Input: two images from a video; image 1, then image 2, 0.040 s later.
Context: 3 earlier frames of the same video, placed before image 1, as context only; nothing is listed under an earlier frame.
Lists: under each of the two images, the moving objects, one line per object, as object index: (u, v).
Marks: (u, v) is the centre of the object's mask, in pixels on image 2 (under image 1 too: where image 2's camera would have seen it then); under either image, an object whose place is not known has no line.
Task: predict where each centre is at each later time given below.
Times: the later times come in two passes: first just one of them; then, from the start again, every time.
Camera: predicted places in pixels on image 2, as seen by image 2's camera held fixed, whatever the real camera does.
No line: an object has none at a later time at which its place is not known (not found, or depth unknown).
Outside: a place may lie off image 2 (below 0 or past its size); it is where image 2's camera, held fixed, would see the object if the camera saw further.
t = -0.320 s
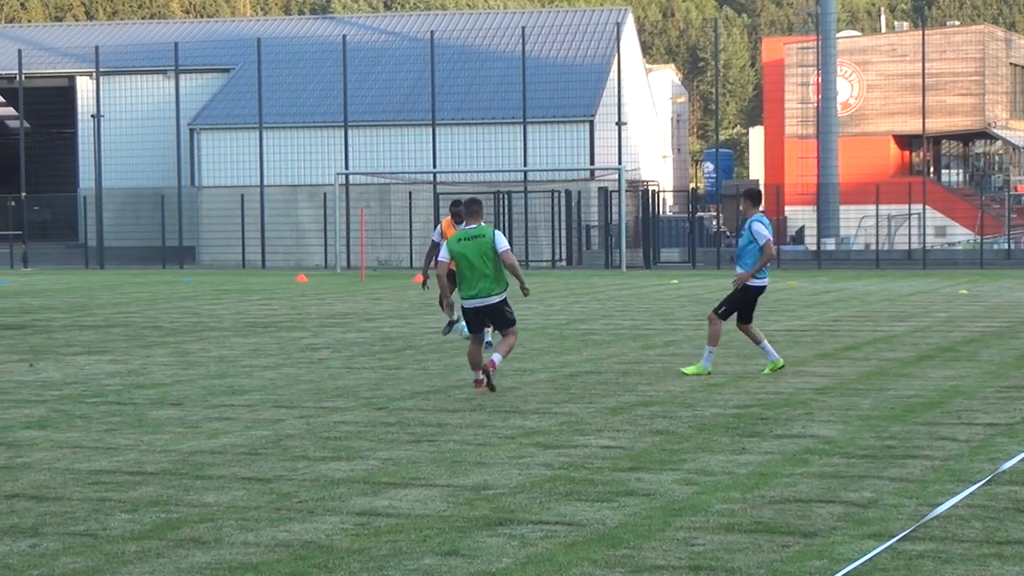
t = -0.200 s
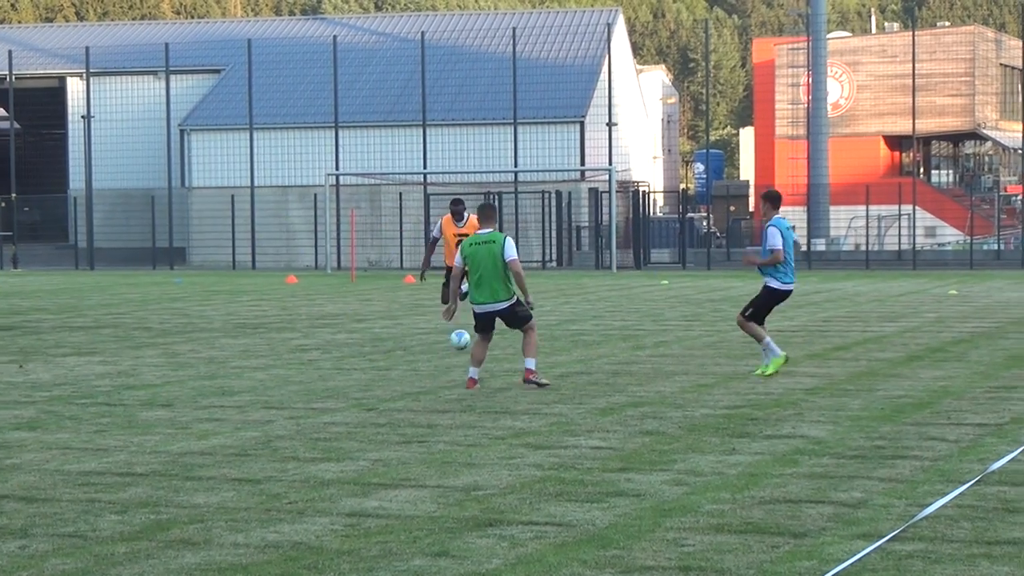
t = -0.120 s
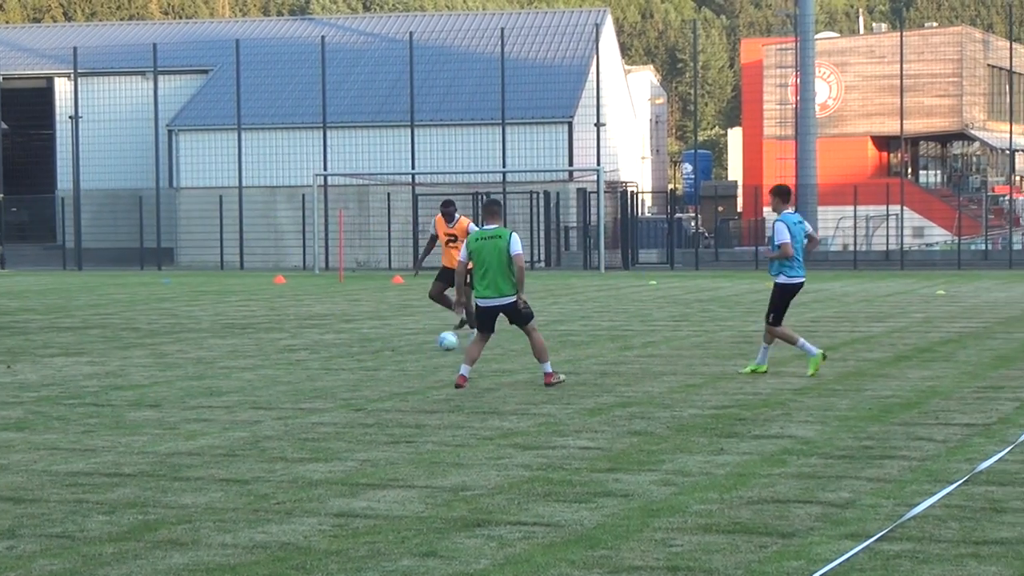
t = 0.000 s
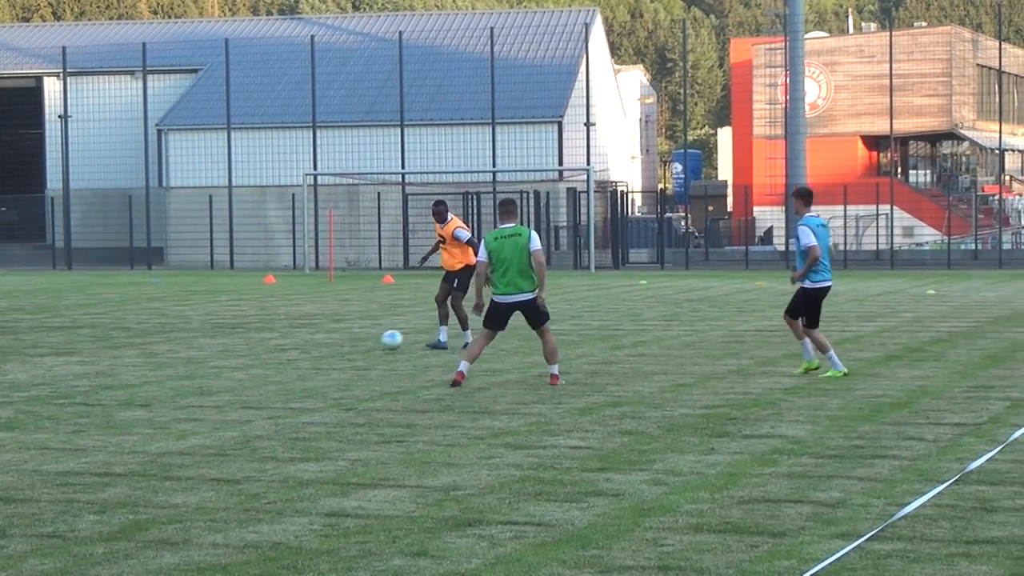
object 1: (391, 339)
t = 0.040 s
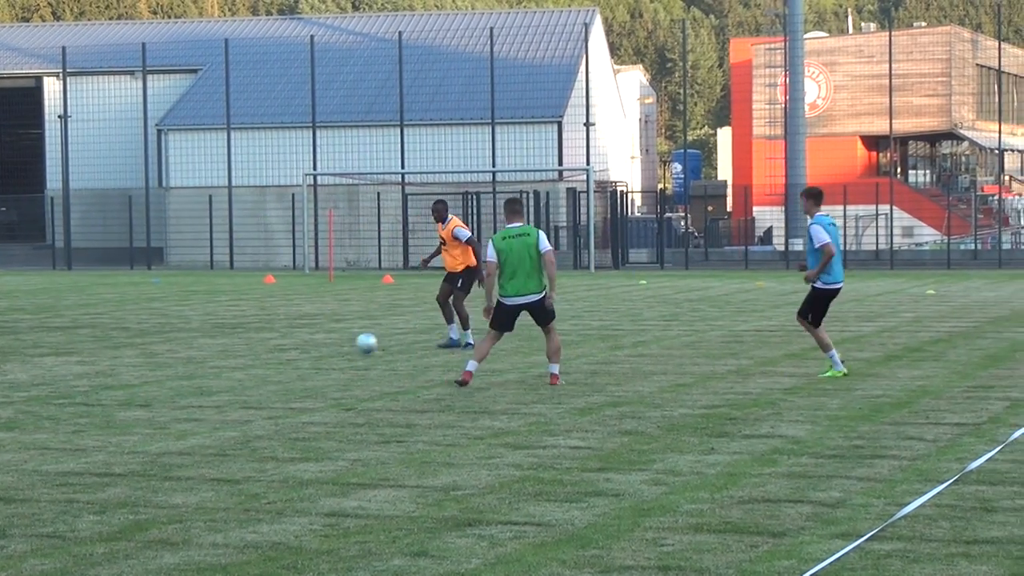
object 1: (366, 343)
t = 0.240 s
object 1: (245, 354)
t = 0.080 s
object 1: (340, 348)
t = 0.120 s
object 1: (314, 351)
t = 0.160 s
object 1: (291, 353)
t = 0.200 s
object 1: (268, 353)
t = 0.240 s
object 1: (245, 354)
